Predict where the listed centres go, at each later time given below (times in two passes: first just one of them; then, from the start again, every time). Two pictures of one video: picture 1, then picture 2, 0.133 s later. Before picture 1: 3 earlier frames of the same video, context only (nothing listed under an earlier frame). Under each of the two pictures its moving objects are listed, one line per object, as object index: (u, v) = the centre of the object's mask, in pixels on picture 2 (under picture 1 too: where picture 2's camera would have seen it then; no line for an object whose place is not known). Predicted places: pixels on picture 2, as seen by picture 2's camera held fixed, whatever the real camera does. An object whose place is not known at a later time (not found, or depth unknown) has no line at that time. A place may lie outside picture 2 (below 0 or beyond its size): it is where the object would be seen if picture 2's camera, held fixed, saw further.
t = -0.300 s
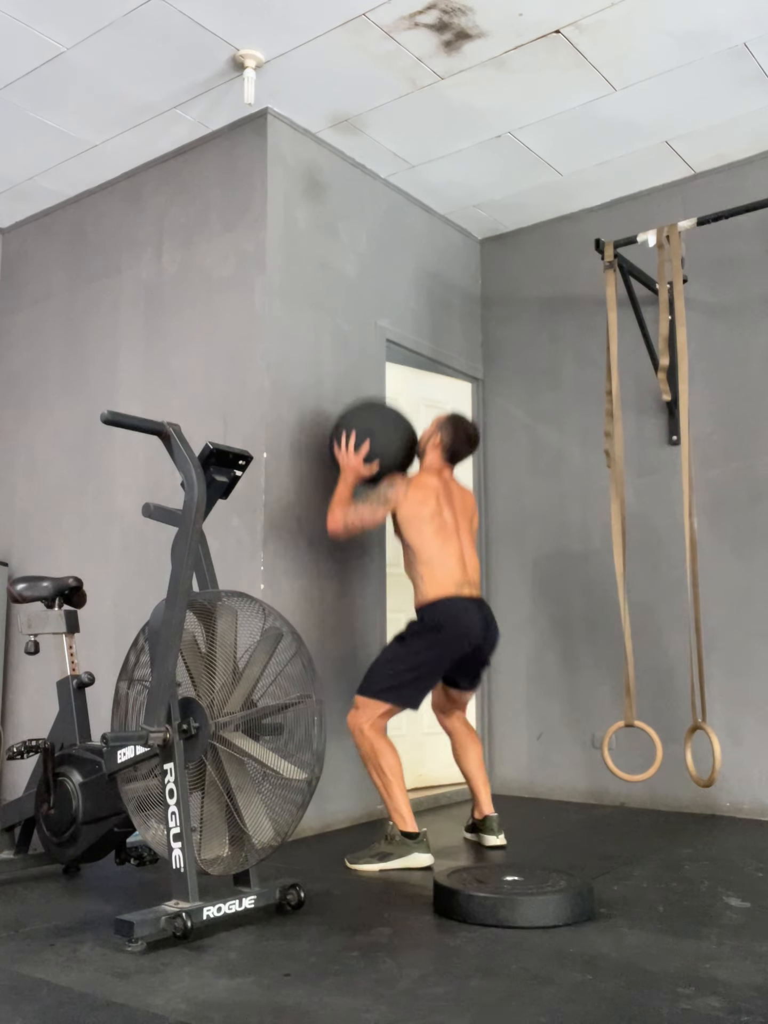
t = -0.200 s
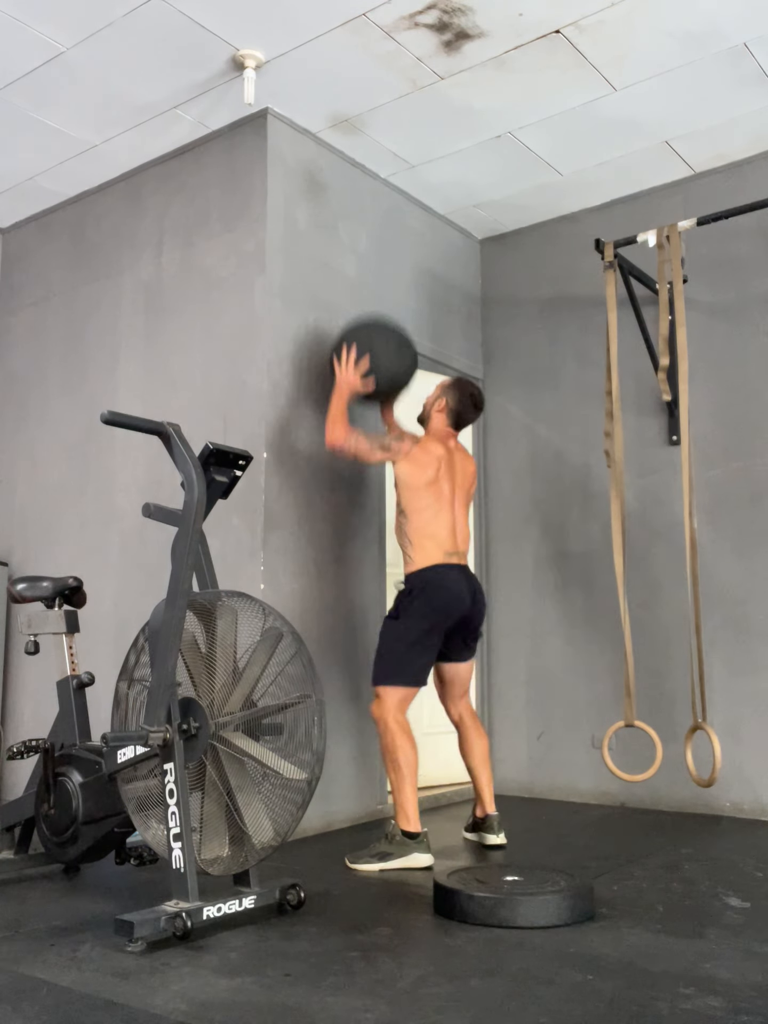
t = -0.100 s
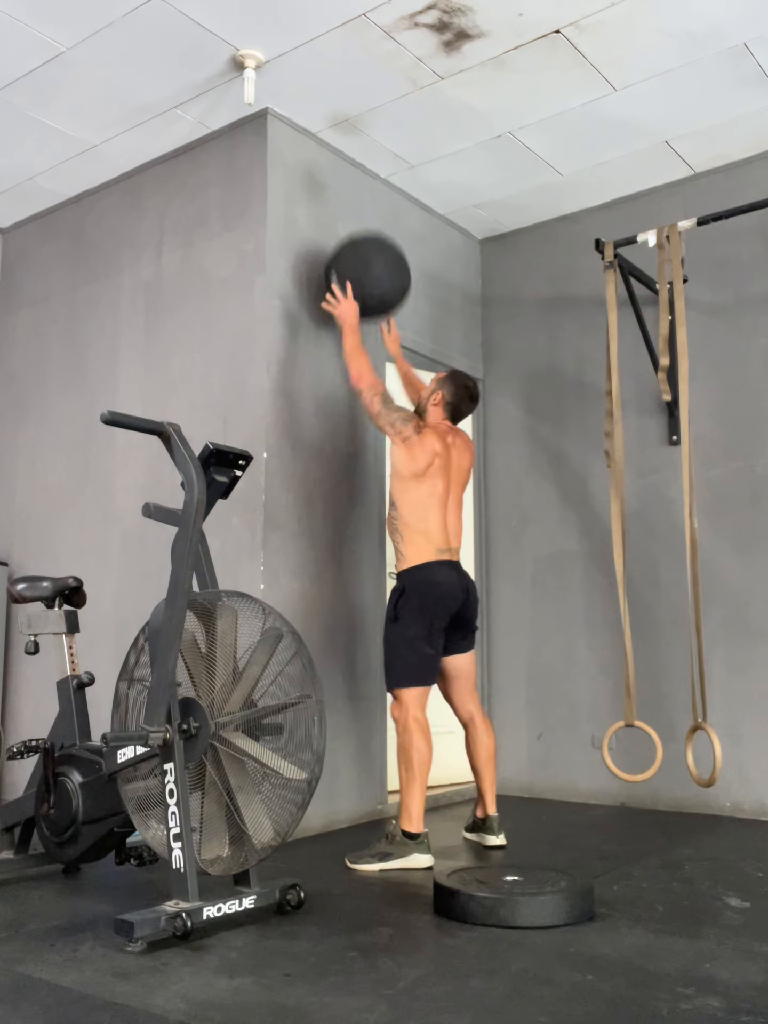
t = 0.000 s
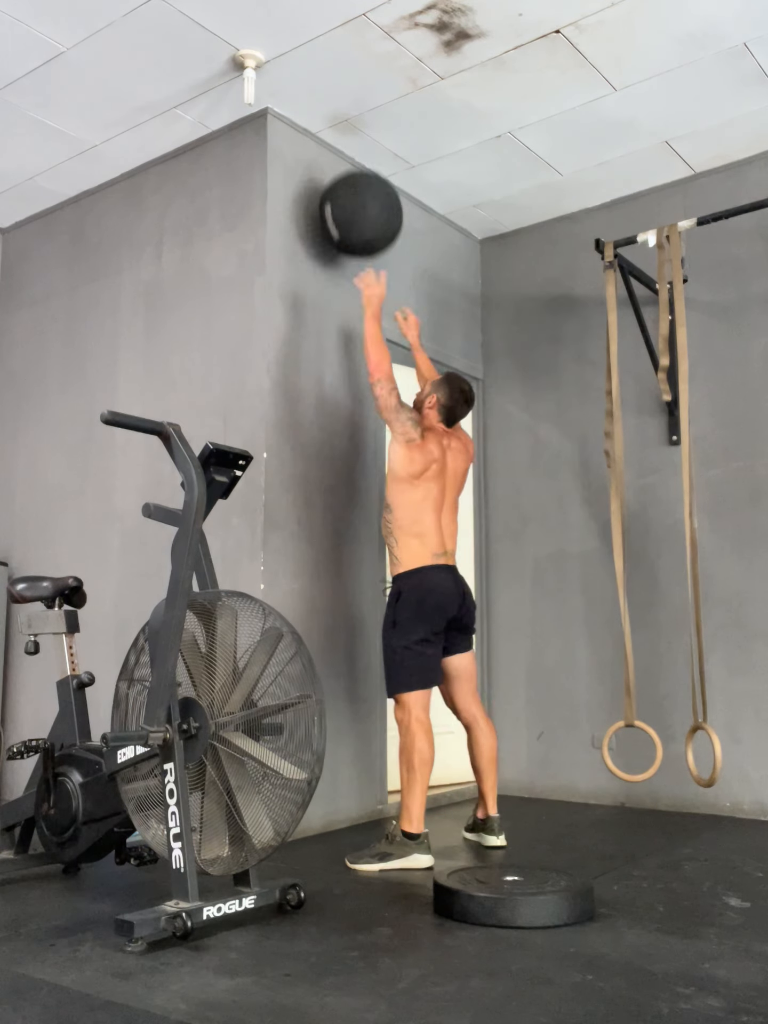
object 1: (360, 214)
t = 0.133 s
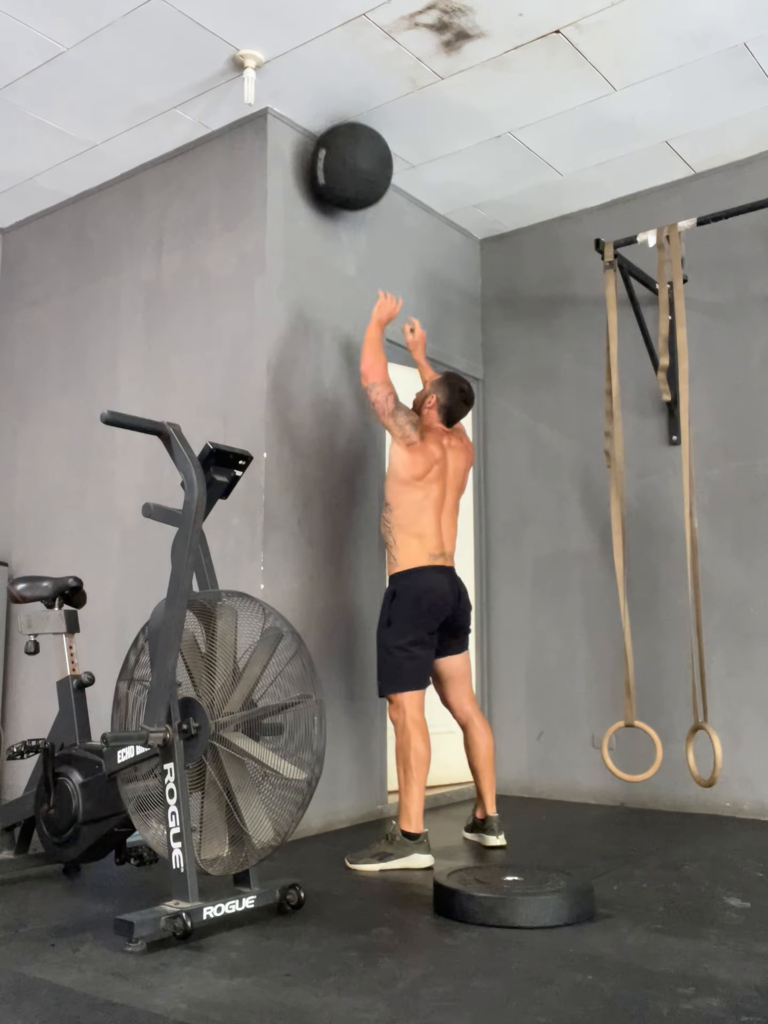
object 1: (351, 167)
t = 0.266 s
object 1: (343, 168)
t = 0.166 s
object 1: (348, 162)
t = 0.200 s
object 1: (346, 160)
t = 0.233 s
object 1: (344, 163)
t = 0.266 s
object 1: (343, 168)
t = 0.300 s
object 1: (344, 174)
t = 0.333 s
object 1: (345, 183)
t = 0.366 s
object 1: (346, 193)
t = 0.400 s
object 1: (347, 206)
